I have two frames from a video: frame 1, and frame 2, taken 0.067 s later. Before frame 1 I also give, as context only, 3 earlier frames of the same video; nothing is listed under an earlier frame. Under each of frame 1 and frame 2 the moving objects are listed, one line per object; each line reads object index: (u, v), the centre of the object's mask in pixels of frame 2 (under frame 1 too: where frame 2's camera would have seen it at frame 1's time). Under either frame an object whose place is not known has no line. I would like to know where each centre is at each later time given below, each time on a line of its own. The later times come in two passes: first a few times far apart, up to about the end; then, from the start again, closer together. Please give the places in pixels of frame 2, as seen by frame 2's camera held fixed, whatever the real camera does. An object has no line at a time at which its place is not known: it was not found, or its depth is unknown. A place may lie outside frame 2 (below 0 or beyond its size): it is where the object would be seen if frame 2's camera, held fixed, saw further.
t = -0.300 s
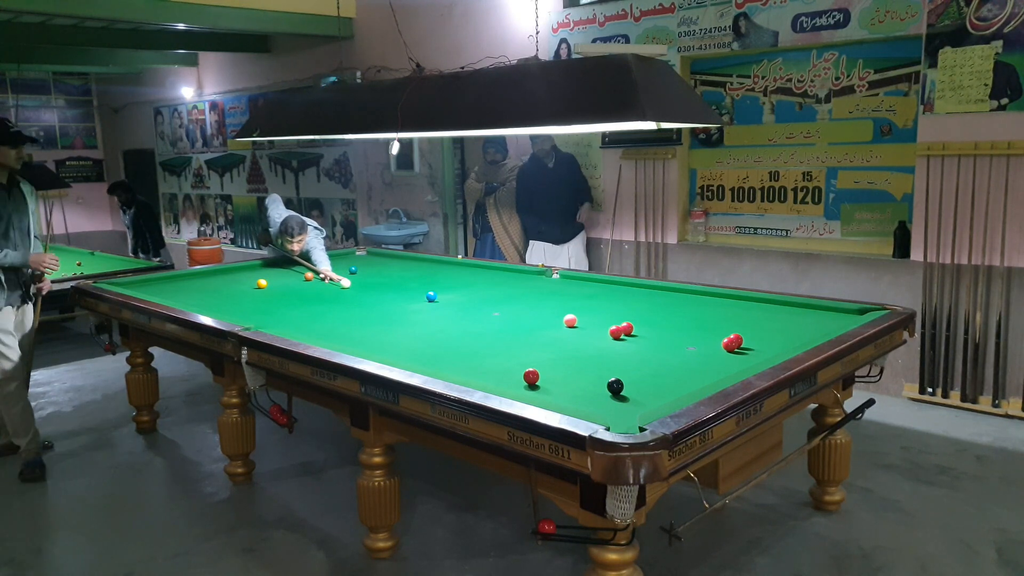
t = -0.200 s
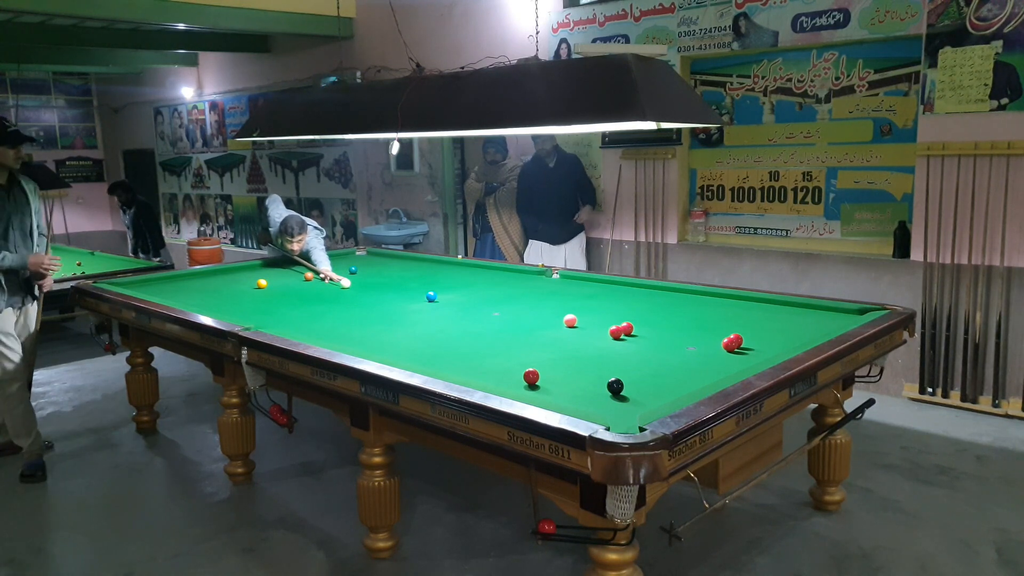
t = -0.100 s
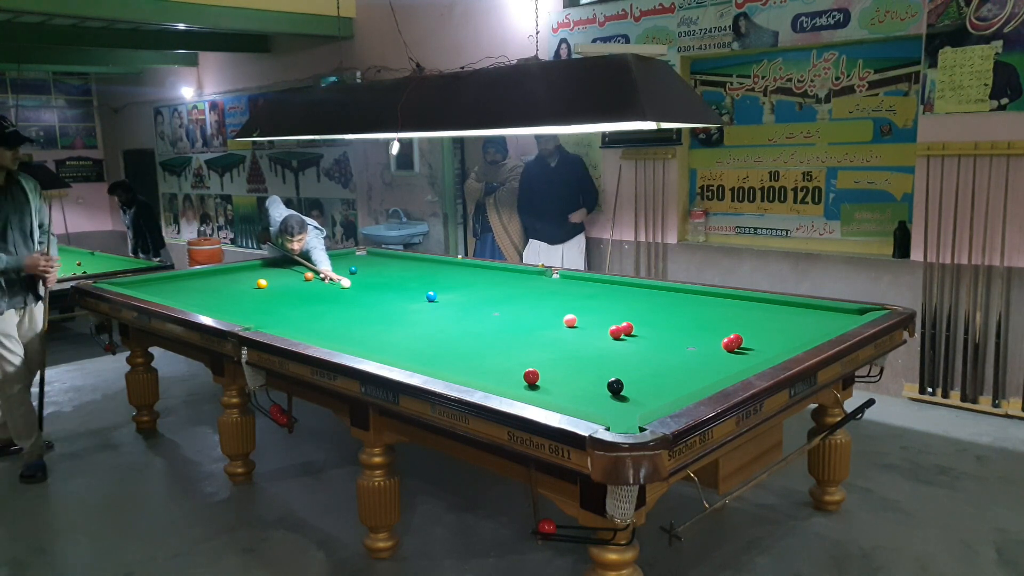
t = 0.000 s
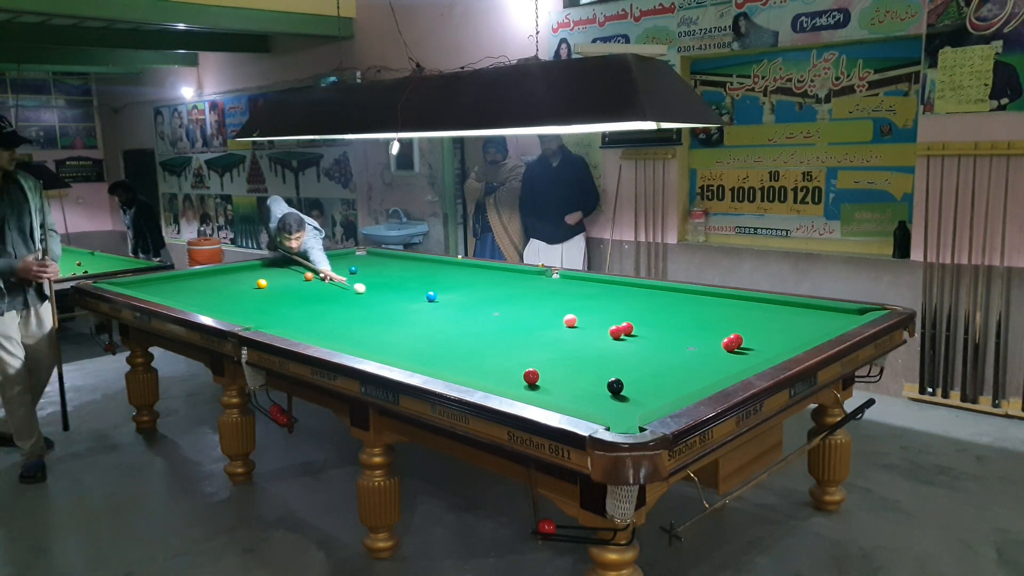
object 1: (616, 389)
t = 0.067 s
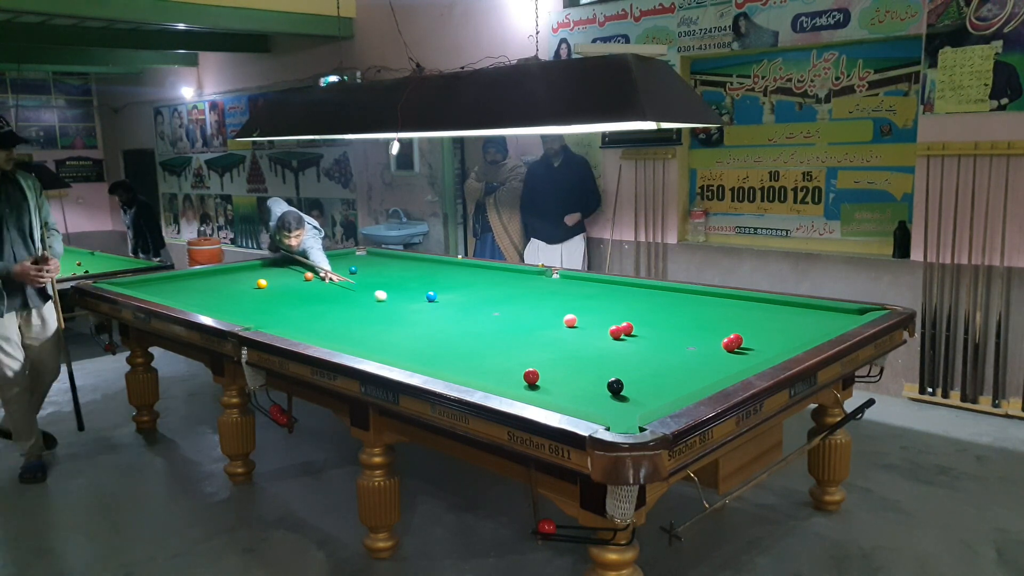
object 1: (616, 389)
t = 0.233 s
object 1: (616, 389)
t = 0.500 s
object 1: (616, 389)
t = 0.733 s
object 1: (606, 399)
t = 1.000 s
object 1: (636, 408)
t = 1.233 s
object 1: (665, 394)
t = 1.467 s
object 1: (677, 383)
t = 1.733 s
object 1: (687, 367)
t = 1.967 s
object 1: (694, 357)
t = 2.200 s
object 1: (701, 348)
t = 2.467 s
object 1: (708, 339)
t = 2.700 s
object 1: (713, 332)
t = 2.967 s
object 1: (718, 326)
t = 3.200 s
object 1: (722, 320)
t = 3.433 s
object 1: (726, 316)
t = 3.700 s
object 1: (729, 312)
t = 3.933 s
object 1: (731, 308)
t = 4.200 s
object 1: (734, 305)
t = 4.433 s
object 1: (736, 303)
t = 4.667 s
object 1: (737, 301)
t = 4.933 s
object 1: (739, 299)
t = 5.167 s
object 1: (741, 298)
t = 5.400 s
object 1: (740, 297)
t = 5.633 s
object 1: (739, 298)
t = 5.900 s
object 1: (739, 298)
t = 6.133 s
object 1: (739, 298)
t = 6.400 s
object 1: (739, 298)
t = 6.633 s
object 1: (739, 297)
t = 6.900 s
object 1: (739, 297)
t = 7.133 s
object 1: (739, 298)
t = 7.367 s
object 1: (739, 298)
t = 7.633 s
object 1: (739, 298)
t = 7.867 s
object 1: (739, 298)
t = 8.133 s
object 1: (739, 298)
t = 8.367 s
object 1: (739, 298)
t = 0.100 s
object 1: (616, 389)
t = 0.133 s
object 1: (616, 389)
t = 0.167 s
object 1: (616, 389)
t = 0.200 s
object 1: (616, 389)
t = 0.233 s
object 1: (616, 389)
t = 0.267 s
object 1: (616, 389)
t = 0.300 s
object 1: (616, 389)
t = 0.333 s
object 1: (616, 389)
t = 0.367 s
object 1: (616, 389)
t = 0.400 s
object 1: (616, 389)
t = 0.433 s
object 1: (616, 389)
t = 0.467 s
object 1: (616, 389)
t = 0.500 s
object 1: (616, 389)
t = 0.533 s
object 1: (616, 389)
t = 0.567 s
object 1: (615, 388)
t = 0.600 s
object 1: (615, 388)
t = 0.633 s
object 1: (615, 387)
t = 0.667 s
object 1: (613, 389)
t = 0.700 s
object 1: (610, 396)
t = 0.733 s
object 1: (606, 399)
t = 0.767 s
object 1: (603, 404)
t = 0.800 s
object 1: (601, 407)
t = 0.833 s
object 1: (599, 409)
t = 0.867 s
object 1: (600, 411)
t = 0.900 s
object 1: (609, 413)
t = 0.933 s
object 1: (618, 412)
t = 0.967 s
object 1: (627, 410)
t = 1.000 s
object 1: (636, 408)
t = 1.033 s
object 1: (644, 405)
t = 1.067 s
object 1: (653, 403)
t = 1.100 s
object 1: (657, 401)
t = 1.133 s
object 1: (659, 399)
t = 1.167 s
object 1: (661, 398)
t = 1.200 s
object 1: (663, 396)
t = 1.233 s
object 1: (665, 394)
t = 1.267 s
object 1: (667, 393)
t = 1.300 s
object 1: (668, 391)
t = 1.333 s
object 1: (670, 389)
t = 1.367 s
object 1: (672, 388)
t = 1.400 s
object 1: (674, 386)
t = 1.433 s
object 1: (675, 385)
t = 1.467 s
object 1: (677, 383)
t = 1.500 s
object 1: (678, 380)
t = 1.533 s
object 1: (679, 377)
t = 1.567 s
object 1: (680, 376)
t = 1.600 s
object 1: (682, 374)
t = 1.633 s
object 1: (683, 372)
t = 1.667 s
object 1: (684, 371)
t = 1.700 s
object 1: (685, 369)
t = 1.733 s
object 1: (687, 367)
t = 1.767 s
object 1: (688, 366)
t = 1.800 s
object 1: (689, 364)
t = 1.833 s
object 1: (690, 363)
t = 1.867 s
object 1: (691, 361)
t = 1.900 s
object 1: (692, 360)
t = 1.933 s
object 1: (693, 358)
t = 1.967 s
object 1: (694, 357)
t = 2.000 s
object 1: (695, 356)
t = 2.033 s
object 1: (696, 354)
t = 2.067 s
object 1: (697, 353)
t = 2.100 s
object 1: (698, 352)
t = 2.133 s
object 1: (699, 350)
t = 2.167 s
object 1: (700, 349)
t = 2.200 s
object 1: (701, 348)
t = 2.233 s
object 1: (702, 347)
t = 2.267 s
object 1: (703, 346)
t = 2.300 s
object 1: (704, 345)
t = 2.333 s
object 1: (705, 343)
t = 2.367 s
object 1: (705, 342)
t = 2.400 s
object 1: (706, 341)
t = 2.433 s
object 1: (707, 340)
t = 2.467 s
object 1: (708, 339)
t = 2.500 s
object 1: (709, 338)
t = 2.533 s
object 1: (709, 337)
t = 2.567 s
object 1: (710, 336)
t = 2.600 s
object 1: (711, 335)
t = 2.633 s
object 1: (712, 334)
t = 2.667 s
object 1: (712, 333)
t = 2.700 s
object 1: (713, 332)
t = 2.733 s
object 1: (714, 332)
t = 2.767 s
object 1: (714, 331)
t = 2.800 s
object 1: (715, 330)
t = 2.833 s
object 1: (716, 329)
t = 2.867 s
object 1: (716, 328)
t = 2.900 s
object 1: (717, 327)
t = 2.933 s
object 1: (718, 326)
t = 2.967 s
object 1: (718, 326)
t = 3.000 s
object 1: (719, 325)
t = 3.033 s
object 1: (719, 324)
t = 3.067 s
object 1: (720, 323)
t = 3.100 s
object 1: (721, 323)
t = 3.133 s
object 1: (721, 322)
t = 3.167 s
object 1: (722, 321)
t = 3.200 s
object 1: (722, 320)
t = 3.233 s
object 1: (723, 320)
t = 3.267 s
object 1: (723, 319)
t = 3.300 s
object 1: (724, 318)
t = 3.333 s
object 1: (724, 318)
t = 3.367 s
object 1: (725, 317)
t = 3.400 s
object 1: (725, 317)
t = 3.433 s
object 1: (726, 316)
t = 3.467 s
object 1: (726, 315)
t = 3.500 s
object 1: (727, 315)
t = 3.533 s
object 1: (727, 314)
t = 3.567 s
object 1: (727, 314)
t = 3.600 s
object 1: (728, 313)
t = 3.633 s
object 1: (728, 313)
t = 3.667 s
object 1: (729, 312)
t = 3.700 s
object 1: (729, 312)
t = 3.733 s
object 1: (729, 311)
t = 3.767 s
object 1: (730, 311)
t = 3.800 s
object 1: (730, 310)
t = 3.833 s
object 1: (730, 310)
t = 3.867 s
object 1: (731, 309)
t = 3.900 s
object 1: (731, 309)
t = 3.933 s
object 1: (731, 308)
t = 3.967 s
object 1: (732, 308)
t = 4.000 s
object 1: (732, 307)
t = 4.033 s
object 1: (732, 307)
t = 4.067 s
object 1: (733, 307)
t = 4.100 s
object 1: (733, 306)
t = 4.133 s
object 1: (733, 306)
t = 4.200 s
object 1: (734, 305)
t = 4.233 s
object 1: (734, 305)
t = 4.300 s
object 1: (735, 304)
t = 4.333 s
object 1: (735, 304)
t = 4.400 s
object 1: (735, 303)
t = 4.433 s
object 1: (736, 303)
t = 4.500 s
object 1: (736, 302)
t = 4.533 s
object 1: (736, 302)
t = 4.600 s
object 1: (737, 301)
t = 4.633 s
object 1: (737, 301)
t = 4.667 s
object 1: (737, 301)
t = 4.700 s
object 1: (738, 300)
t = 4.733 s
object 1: (738, 300)
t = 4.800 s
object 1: (738, 300)
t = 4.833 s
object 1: (738, 299)
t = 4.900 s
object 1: (739, 299)
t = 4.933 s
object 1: (739, 299)
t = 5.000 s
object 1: (740, 298)
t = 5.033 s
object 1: (740, 298)
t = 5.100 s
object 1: (740, 298)
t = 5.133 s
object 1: (741, 298)
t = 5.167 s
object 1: (741, 298)
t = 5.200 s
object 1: (741, 297)
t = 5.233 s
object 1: (741, 297)
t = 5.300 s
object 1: (741, 297)
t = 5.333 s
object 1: (741, 297)
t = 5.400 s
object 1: (740, 297)
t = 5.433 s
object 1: (740, 297)
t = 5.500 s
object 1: (739, 297)
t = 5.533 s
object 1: (739, 297)
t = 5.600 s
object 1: (739, 297)
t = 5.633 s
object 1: (739, 298)
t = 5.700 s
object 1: (739, 297)
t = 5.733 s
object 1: (739, 297)
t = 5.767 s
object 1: (739, 298)
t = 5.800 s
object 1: (739, 298)
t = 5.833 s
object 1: (739, 298)
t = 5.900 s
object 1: (739, 298)
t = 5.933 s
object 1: (739, 298)
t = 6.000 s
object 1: (739, 298)
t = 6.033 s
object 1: (739, 298)
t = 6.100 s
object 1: (739, 298)
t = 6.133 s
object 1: (739, 298)
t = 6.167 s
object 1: (739, 298)
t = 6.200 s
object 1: (739, 298)
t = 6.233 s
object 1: (739, 298)
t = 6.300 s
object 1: (739, 298)
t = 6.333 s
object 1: (739, 298)
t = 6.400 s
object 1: (739, 298)
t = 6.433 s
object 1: (739, 298)
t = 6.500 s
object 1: (739, 298)
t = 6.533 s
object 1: (739, 298)
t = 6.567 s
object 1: (739, 298)
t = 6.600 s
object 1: (739, 298)
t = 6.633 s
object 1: (739, 297)
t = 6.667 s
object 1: (739, 298)
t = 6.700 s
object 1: (739, 298)
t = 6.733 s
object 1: (739, 298)
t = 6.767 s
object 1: (739, 298)
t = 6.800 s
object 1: (739, 298)
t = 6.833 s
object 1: (739, 298)
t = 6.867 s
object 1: (739, 297)
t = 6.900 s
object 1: (739, 297)
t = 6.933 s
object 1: (739, 297)
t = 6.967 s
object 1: (739, 297)
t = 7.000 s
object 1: (739, 297)
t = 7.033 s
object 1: (739, 298)
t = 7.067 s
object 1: (739, 298)
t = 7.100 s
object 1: (739, 298)
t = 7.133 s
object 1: (739, 298)
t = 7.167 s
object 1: (739, 298)
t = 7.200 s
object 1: (739, 298)
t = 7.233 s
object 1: (739, 298)
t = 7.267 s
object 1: (739, 298)
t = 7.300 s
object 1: (739, 298)
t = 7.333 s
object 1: (739, 298)
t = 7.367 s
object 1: (739, 298)
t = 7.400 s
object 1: (739, 298)
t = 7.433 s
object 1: (739, 298)
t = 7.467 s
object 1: (739, 298)
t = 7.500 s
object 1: (739, 298)
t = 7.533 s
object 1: (739, 298)
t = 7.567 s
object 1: (739, 298)
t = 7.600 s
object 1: (739, 298)
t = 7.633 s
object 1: (739, 298)
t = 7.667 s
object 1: (739, 298)
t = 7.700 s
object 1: (739, 298)
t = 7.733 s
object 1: (739, 298)
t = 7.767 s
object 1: (739, 298)
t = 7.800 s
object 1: (739, 298)
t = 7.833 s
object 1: (739, 298)
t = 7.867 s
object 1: (739, 298)
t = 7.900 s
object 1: (739, 298)
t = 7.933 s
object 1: (739, 298)
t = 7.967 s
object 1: (739, 298)
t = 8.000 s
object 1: (739, 298)
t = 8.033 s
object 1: (739, 298)
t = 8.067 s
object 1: (739, 298)
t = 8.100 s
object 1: (739, 298)
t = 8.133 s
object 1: (739, 298)
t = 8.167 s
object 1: (739, 298)
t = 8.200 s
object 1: (739, 298)
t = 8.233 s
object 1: (739, 298)
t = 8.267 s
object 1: (739, 298)
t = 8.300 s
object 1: (739, 298)
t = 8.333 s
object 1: (739, 298)
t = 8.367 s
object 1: (739, 298)
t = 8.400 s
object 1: (739, 298)
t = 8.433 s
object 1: (739, 298)
